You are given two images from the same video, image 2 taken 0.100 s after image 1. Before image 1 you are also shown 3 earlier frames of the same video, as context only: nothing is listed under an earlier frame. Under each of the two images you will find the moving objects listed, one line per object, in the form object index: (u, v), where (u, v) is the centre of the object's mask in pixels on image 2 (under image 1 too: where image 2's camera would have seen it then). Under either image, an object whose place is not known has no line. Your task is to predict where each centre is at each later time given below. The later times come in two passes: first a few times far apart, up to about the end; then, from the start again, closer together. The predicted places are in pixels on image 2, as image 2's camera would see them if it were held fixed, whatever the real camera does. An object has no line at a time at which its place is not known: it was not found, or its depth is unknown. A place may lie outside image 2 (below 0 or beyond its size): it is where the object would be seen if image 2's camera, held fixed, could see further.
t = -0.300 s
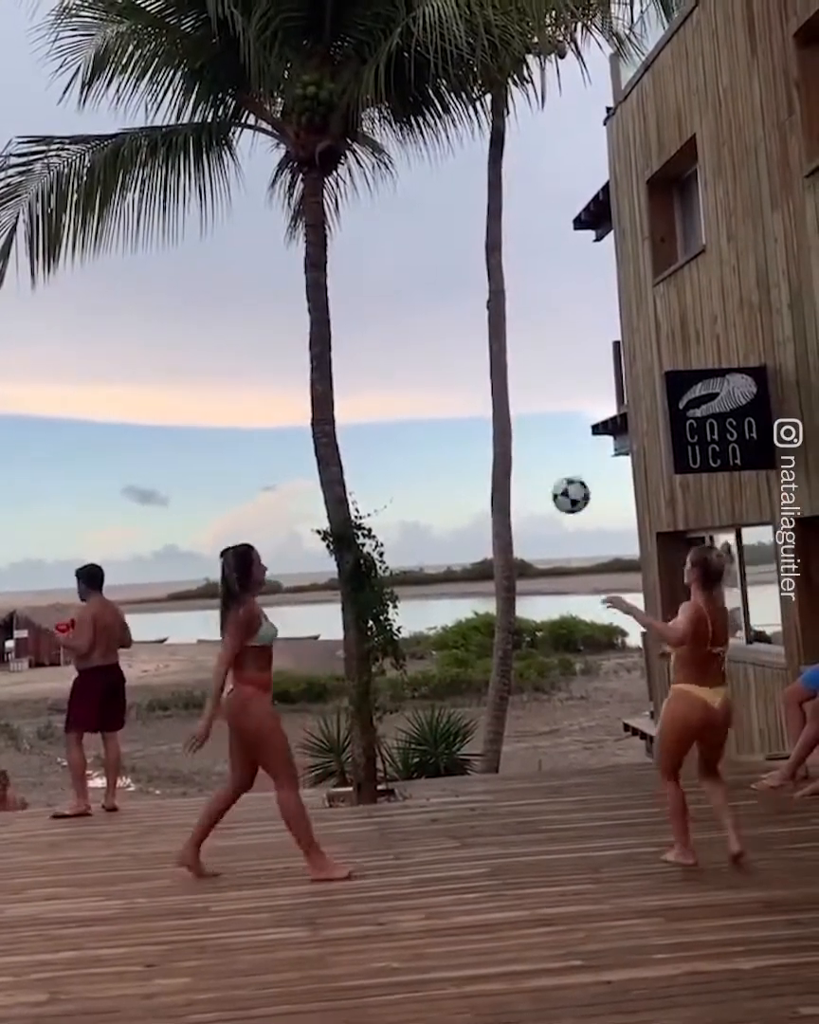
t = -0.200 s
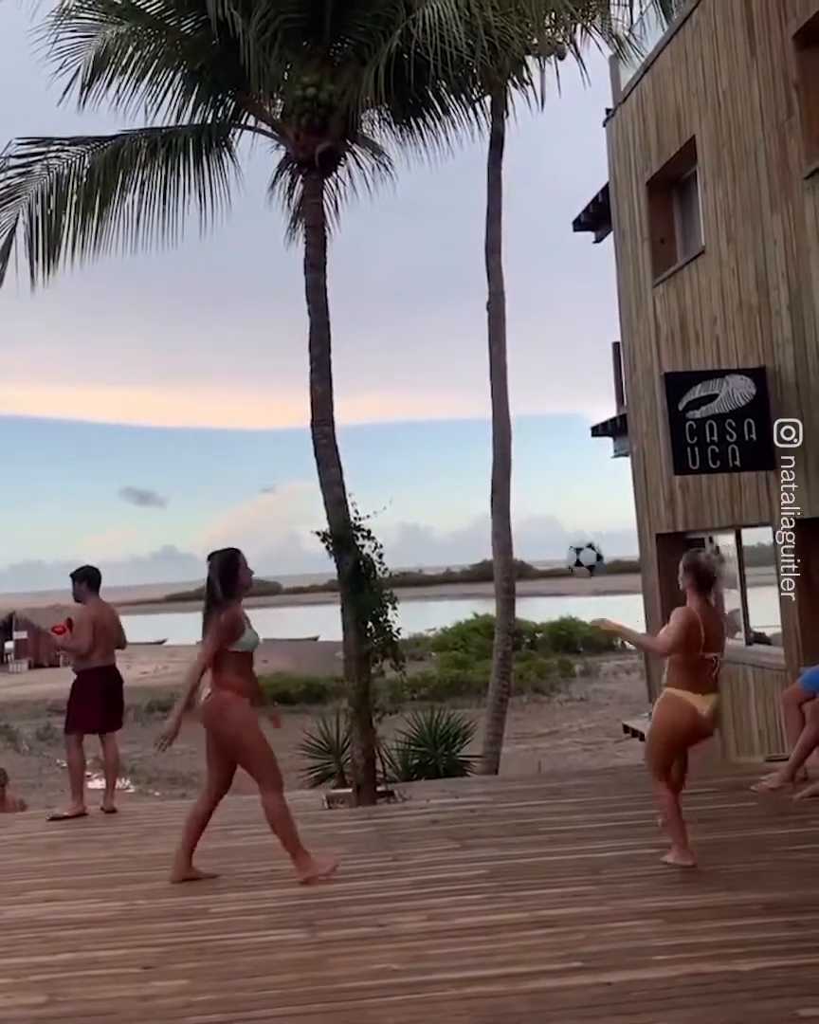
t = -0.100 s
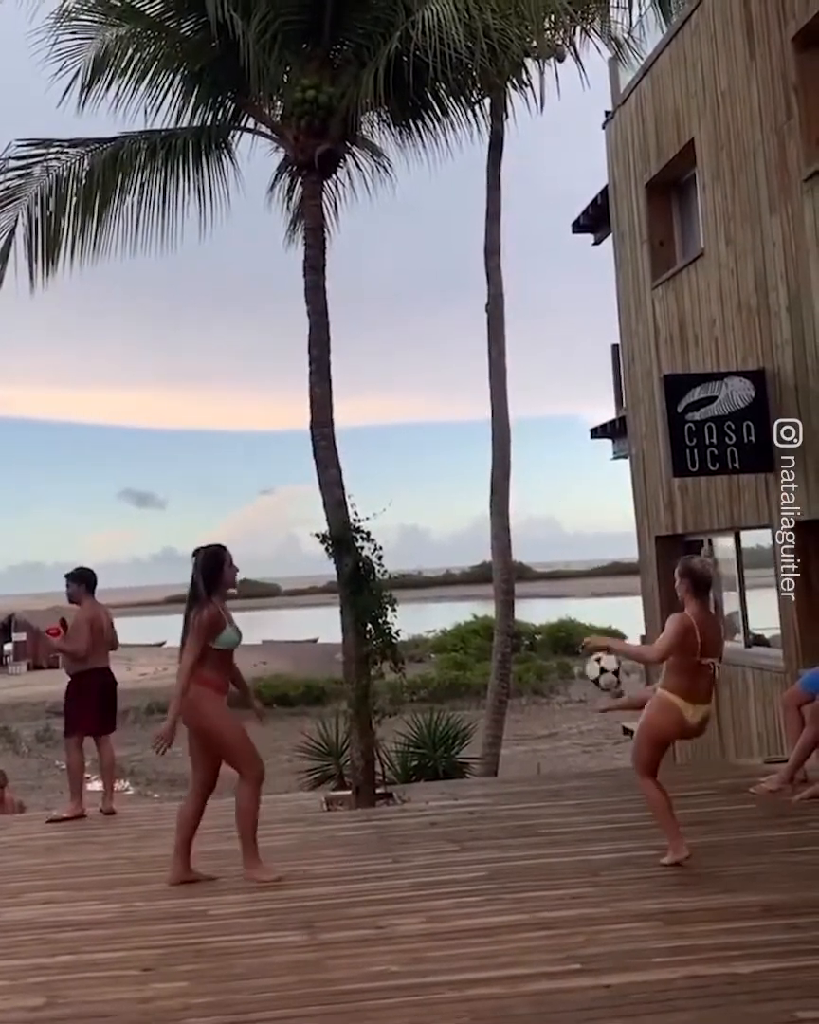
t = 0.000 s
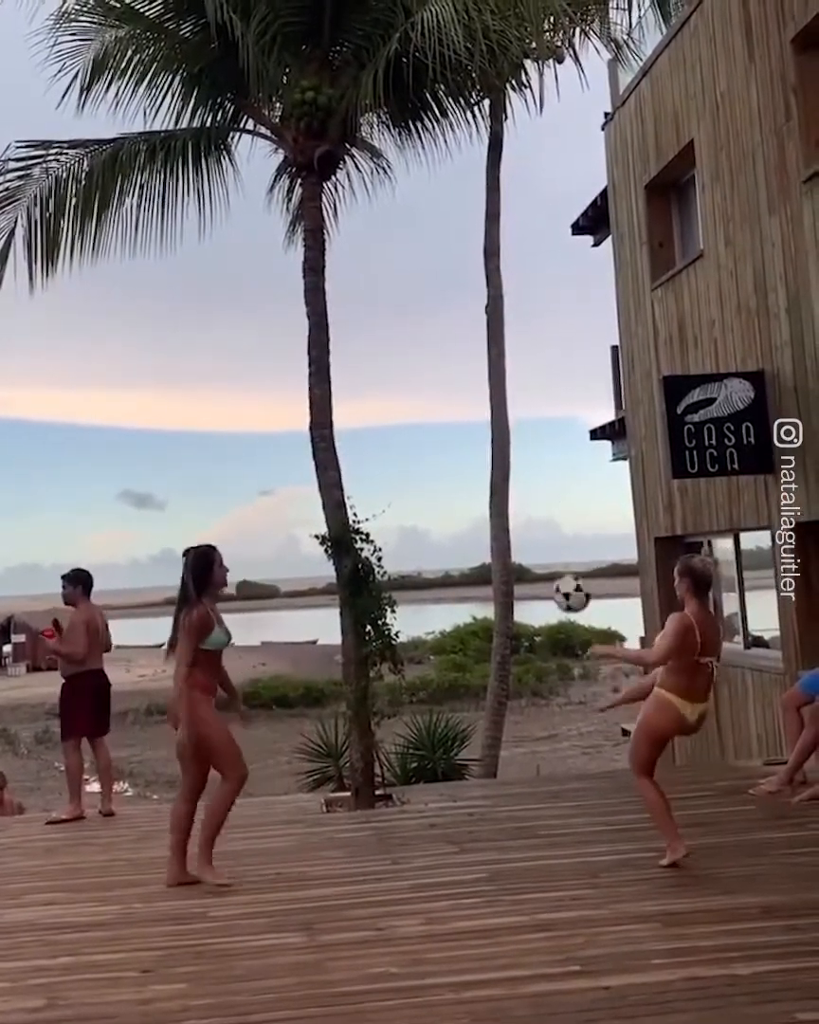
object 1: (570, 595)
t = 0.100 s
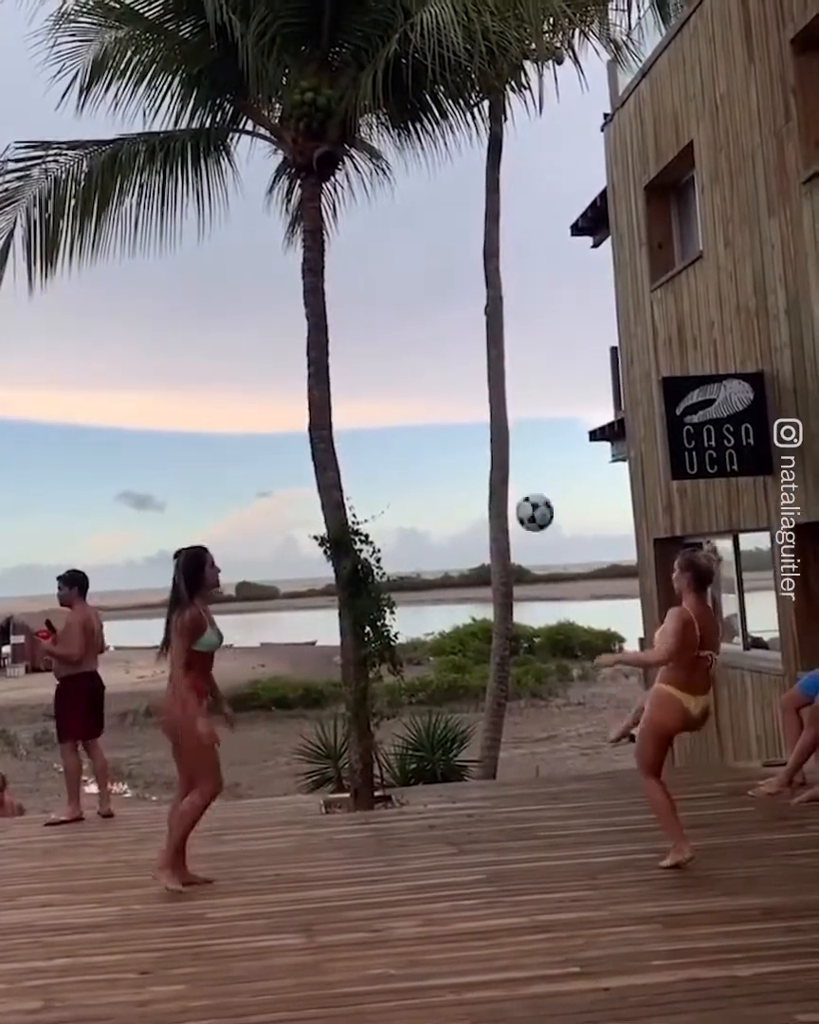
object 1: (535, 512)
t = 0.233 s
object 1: (477, 415)
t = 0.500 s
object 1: (396, 358)
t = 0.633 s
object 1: (347, 384)
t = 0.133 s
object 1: (523, 489)
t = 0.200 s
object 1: (488, 430)
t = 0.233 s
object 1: (477, 415)
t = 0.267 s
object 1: (468, 402)
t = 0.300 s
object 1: (457, 390)
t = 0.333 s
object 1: (447, 380)
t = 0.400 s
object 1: (426, 366)
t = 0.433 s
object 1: (416, 361)
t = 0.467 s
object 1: (406, 359)
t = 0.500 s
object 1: (396, 358)
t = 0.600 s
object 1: (357, 374)
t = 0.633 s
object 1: (347, 384)
